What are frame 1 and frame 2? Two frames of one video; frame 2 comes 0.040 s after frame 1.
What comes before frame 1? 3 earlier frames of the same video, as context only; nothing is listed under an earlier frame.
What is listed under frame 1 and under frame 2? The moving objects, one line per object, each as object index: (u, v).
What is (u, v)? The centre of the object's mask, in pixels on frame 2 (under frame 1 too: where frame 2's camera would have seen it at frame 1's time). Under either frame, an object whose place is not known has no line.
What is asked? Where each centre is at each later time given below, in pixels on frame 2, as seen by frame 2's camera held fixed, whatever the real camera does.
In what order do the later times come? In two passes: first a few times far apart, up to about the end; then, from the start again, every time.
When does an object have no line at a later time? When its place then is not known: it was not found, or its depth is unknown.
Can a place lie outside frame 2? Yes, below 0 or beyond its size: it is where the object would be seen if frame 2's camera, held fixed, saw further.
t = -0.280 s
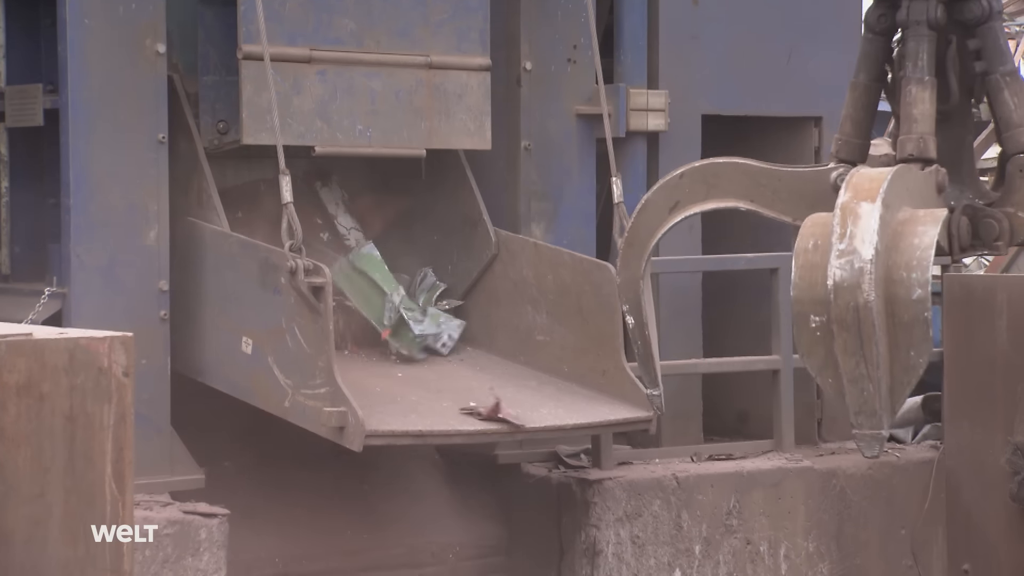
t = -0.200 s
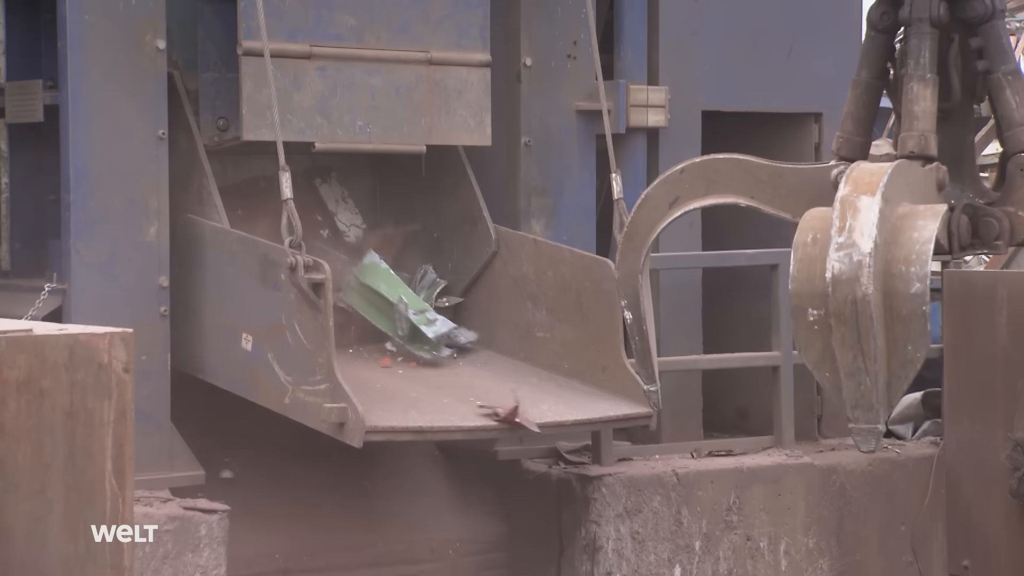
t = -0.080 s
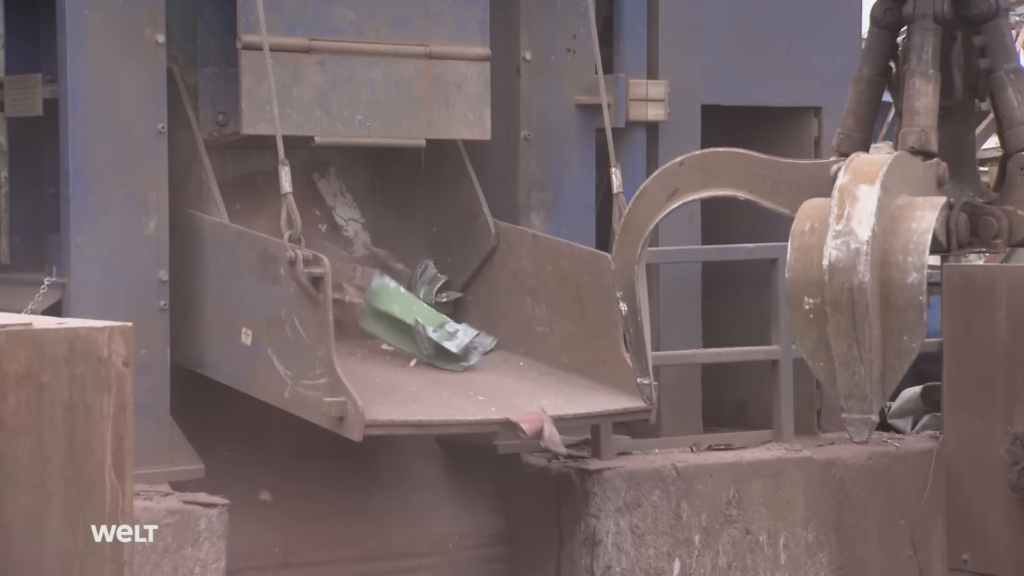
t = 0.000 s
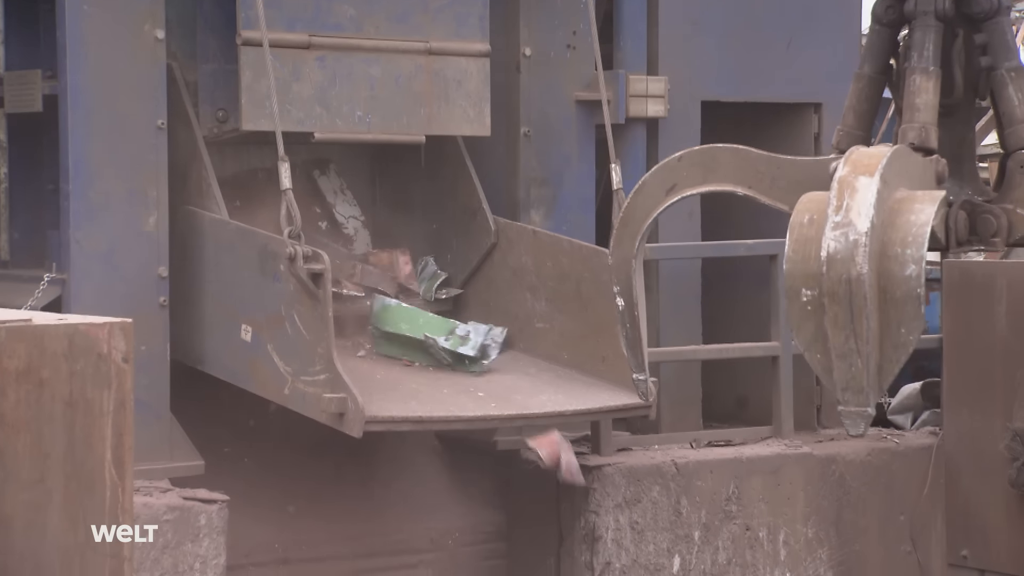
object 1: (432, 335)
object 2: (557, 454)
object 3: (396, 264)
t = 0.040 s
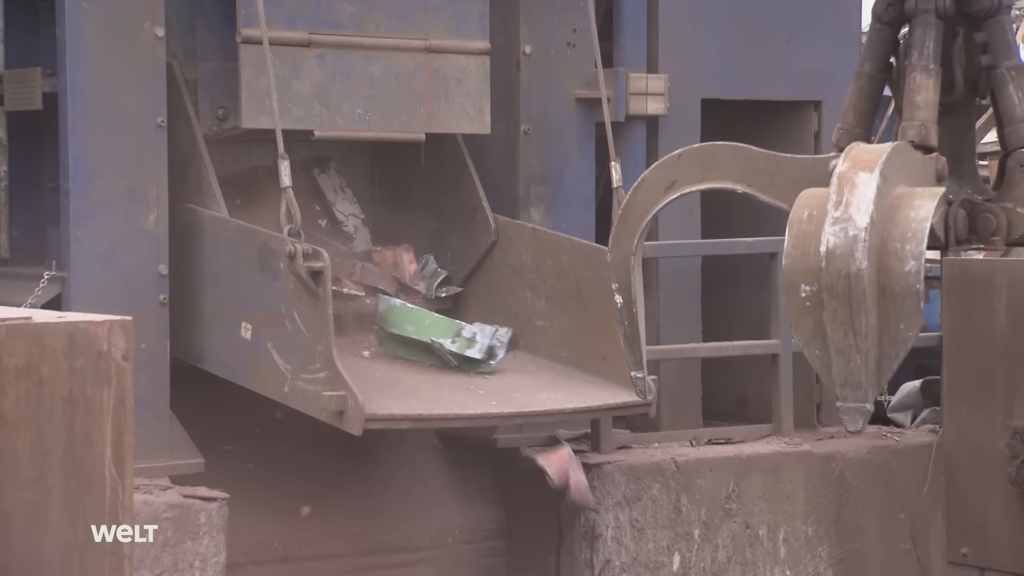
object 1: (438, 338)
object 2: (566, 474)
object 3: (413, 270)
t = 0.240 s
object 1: (475, 361)
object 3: (421, 284)
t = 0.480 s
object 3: (436, 329)
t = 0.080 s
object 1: (450, 339)
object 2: (575, 496)
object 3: (404, 266)
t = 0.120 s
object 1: (451, 342)
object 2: (584, 522)
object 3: (408, 268)
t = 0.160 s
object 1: (457, 350)
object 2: (593, 550)
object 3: (420, 278)
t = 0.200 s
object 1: (467, 359)
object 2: (598, 569)
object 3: (418, 278)
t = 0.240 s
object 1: (475, 361)
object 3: (421, 284)
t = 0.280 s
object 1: (482, 364)
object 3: (427, 289)
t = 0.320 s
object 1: (490, 367)
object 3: (429, 292)
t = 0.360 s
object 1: (498, 370)
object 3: (430, 294)
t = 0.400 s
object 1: (505, 374)
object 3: (431, 296)
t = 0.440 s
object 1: (511, 376)
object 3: (433, 299)
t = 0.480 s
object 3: (436, 329)
